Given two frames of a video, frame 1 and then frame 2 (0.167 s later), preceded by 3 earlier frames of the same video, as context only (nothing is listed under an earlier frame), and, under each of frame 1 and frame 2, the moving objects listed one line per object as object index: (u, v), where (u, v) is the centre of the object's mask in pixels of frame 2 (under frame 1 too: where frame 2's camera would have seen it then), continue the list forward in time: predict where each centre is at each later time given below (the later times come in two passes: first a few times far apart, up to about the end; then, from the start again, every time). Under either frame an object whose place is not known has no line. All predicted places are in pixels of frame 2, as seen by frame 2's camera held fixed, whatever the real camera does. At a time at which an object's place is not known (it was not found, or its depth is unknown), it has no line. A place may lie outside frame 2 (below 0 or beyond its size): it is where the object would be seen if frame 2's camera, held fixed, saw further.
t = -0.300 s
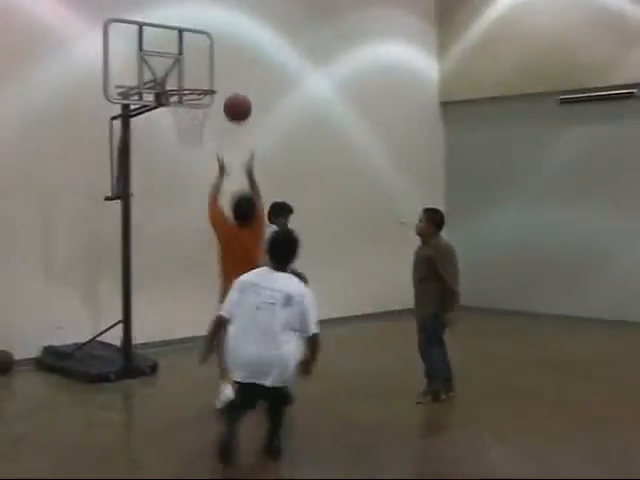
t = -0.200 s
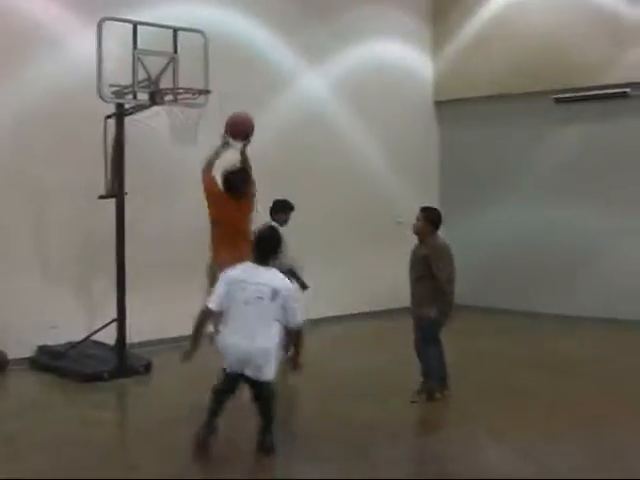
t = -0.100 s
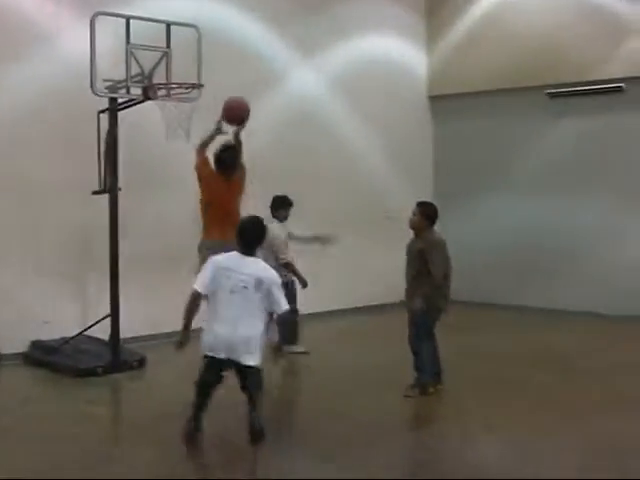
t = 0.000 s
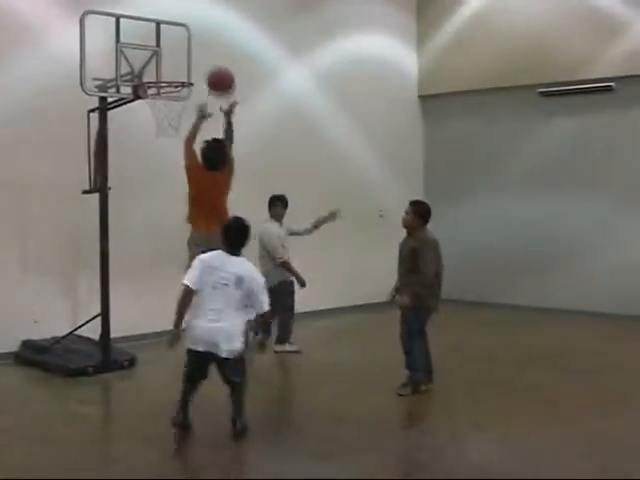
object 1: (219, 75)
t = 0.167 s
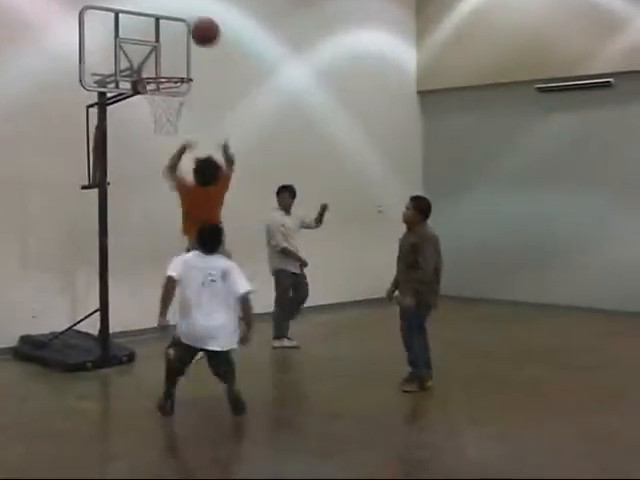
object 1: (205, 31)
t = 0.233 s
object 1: (199, 23)
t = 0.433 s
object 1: (182, 28)
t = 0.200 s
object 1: (201, 27)
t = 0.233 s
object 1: (199, 23)
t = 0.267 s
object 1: (196, 20)
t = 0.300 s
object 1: (193, 19)
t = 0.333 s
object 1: (191, 19)
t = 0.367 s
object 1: (188, 21)
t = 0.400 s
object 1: (185, 24)
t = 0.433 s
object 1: (182, 28)
